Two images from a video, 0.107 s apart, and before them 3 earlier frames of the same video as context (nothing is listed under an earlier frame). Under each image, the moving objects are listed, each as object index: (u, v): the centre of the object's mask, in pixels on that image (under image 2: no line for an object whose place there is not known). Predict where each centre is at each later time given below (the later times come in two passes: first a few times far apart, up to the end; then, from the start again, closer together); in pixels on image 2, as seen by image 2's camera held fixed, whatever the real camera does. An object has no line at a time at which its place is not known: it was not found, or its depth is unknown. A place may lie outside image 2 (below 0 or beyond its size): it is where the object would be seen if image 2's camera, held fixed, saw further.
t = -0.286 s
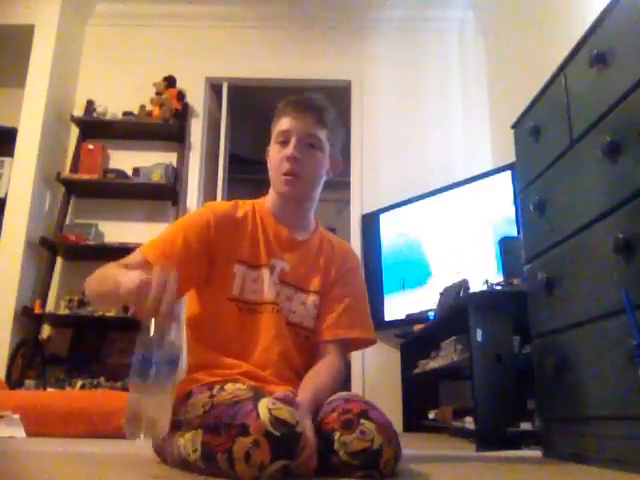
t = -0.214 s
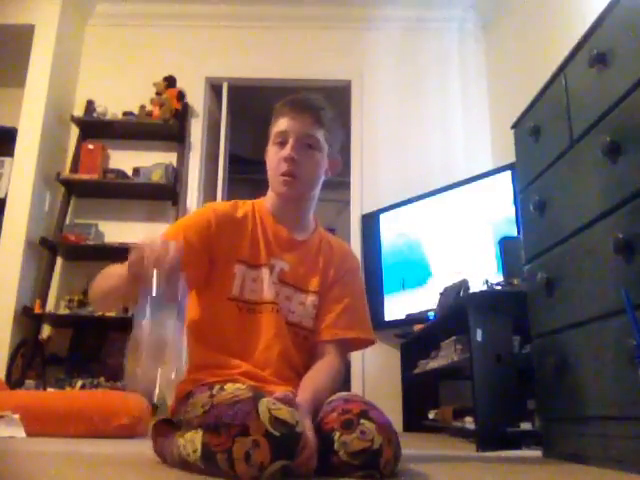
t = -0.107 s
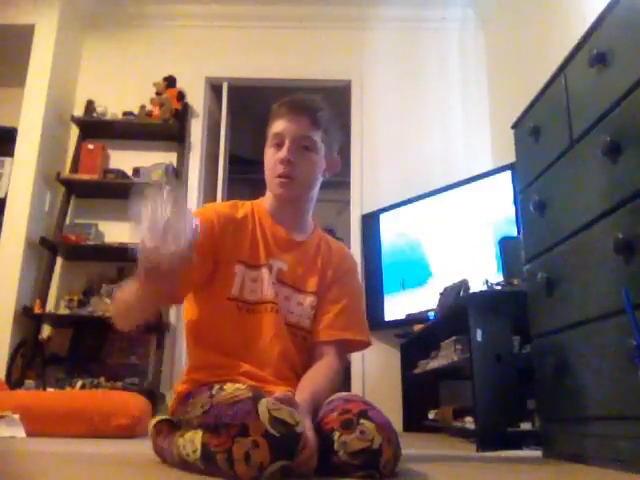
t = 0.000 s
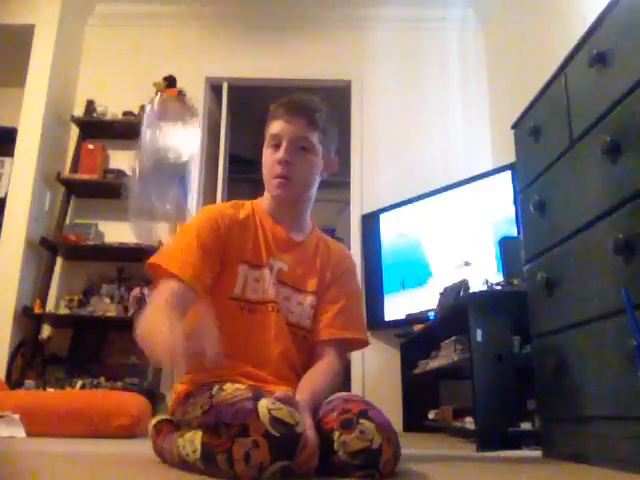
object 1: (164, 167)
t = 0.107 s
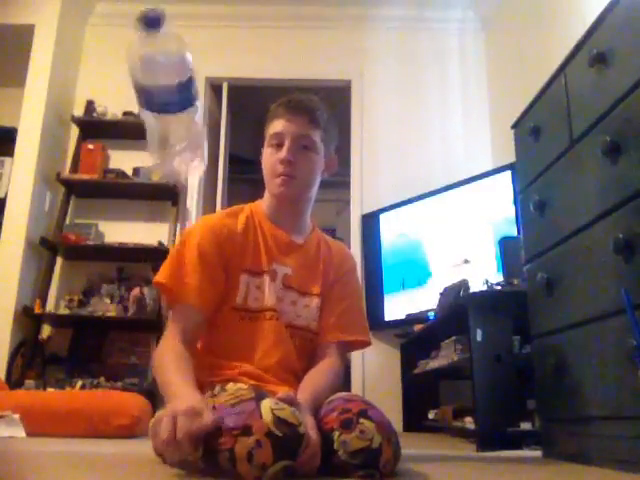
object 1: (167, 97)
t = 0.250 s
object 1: (165, 253)
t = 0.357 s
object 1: (163, 410)
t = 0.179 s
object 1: (171, 142)
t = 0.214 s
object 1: (169, 194)
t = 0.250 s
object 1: (165, 253)
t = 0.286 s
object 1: (160, 353)
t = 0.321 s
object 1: (161, 409)
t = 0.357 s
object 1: (163, 410)
